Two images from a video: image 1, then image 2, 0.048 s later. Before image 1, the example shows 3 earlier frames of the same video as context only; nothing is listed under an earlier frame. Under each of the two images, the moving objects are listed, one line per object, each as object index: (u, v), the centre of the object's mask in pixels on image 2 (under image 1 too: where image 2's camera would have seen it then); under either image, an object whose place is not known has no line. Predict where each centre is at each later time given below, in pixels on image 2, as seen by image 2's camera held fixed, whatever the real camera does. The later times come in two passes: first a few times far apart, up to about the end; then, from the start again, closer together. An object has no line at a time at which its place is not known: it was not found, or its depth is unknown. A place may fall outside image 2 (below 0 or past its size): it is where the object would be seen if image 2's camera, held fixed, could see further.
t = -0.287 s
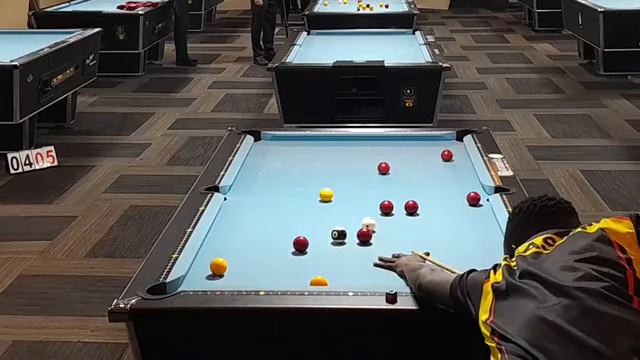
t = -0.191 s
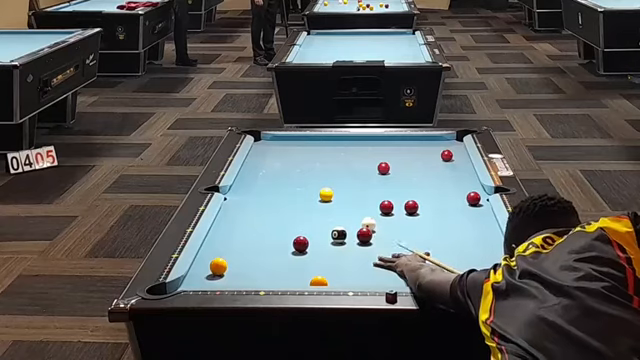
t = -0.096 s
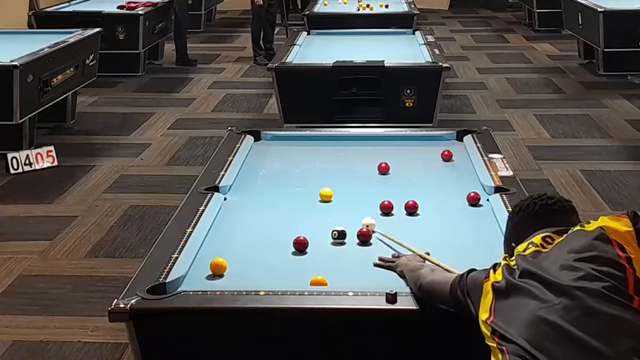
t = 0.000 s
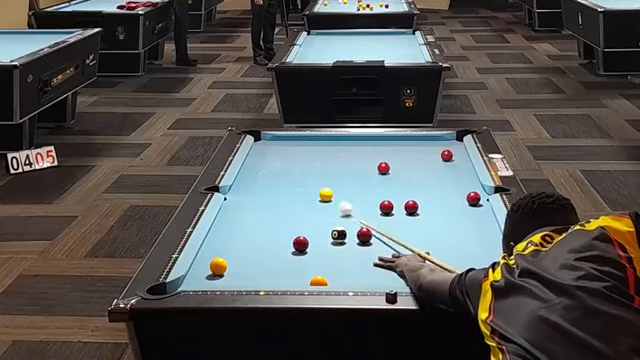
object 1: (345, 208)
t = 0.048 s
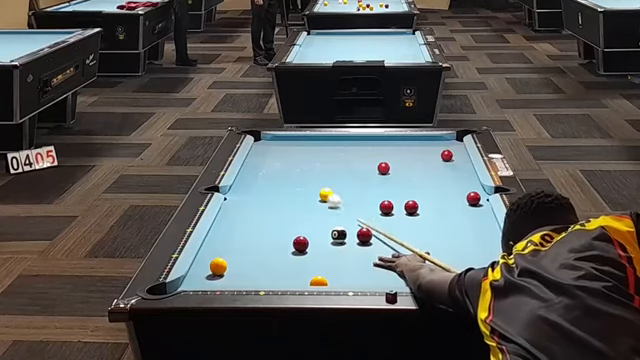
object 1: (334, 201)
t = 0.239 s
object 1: (325, 200)
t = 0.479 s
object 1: (318, 203)
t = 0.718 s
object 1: (313, 206)
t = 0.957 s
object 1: (309, 208)
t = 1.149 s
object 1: (305, 210)
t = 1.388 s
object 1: (302, 211)
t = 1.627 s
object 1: (299, 212)
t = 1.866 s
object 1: (297, 213)
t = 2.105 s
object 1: (297, 214)
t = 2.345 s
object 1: (297, 214)
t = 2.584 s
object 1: (297, 214)
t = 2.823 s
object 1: (297, 214)
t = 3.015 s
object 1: (297, 214)
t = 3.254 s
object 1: (297, 214)
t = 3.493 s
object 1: (297, 214)
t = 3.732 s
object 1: (297, 214)
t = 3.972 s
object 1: (297, 214)
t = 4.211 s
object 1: (297, 214)
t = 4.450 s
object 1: (297, 214)
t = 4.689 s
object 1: (297, 214)
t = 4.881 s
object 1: (297, 214)
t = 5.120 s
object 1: (297, 214)
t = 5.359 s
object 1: (297, 214)
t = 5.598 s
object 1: (297, 214)
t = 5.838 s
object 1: (297, 214)
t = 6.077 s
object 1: (297, 214)
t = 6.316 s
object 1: (297, 214)
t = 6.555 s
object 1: (297, 214)
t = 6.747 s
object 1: (297, 214)
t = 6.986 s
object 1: (297, 214)
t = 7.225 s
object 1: (297, 214)
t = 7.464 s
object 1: (297, 214)
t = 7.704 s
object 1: (297, 214)
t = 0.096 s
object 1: (329, 199)
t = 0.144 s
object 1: (327, 199)
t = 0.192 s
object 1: (326, 200)
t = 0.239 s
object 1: (325, 200)
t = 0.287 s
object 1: (323, 201)
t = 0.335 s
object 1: (322, 202)
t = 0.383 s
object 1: (321, 202)
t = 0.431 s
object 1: (319, 203)
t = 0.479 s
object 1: (318, 203)
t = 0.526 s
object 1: (317, 204)
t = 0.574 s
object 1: (317, 204)
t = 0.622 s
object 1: (315, 205)
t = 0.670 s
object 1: (314, 205)
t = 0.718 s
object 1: (313, 206)
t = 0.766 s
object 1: (312, 207)
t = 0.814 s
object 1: (311, 207)
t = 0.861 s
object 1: (310, 207)
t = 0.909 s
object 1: (309, 208)
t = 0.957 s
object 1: (309, 208)
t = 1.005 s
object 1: (307, 209)
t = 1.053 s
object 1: (306, 209)
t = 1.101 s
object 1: (306, 209)
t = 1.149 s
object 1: (305, 210)
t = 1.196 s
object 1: (305, 210)
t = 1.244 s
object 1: (304, 210)
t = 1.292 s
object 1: (303, 211)
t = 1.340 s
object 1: (302, 211)
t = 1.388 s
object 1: (302, 211)
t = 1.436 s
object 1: (301, 212)
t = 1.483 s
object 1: (300, 212)
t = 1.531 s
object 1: (300, 212)
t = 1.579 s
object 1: (300, 212)
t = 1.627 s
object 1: (299, 212)
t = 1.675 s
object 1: (298, 212)
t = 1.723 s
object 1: (298, 213)
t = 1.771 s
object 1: (298, 213)
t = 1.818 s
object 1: (297, 213)
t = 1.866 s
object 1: (297, 213)
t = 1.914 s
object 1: (297, 213)
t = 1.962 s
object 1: (297, 214)
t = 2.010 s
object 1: (297, 214)
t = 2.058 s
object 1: (297, 214)
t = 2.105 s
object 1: (297, 214)
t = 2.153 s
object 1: (297, 214)
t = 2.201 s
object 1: (297, 214)
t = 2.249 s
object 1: (297, 214)
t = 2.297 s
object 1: (297, 214)
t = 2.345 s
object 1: (297, 214)
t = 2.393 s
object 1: (297, 214)
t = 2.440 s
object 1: (297, 214)
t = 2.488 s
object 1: (297, 214)
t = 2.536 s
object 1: (297, 214)
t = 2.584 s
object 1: (297, 214)
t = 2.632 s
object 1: (297, 214)
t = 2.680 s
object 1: (297, 214)
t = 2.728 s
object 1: (297, 214)
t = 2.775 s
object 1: (297, 214)
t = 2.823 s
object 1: (297, 214)
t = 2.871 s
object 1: (297, 214)
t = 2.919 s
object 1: (297, 214)
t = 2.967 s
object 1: (297, 214)
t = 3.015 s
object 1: (297, 214)
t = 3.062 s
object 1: (297, 214)
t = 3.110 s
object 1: (297, 214)
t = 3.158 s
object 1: (297, 214)
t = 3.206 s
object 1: (297, 214)
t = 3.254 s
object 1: (297, 214)
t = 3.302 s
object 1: (297, 214)
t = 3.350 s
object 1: (297, 214)
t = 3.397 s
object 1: (297, 214)
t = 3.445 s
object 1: (297, 214)
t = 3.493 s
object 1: (297, 214)
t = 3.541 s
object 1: (297, 214)
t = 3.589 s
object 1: (297, 214)
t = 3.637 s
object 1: (297, 214)
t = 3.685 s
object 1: (297, 214)
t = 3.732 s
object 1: (297, 214)
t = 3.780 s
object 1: (297, 214)
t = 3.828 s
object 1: (297, 214)
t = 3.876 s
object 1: (297, 214)
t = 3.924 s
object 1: (297, 214)
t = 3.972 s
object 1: (297, 214)
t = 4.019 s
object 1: (297, 214)
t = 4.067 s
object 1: (297, 214)
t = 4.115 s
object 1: (297, 214)
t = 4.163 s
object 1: (297, 214)
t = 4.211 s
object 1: (297, 214)
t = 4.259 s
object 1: (297, 214)
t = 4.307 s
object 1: (297, 214)
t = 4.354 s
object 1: (297, 214)
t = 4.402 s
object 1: (297, 214)
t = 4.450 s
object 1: (297, 214)
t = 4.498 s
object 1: (297, 214)
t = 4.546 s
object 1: (297, 214)
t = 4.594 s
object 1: (297, 214)
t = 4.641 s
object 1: (297, 214)
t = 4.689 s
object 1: (297, 214)
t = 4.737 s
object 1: (297, 214)
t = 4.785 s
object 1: (297, 214)
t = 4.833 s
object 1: (297, 214)
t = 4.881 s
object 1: (297, 214)
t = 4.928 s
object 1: (297, 214)
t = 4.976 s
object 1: (297, 214)
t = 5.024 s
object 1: (297, 214)
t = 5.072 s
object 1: (297, 214)
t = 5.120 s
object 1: (297, 214)
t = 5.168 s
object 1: (297, 214)
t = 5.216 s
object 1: (297, 214)
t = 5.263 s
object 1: (297, 214)
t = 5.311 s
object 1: (297, 214)
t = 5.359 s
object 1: (297, 214)
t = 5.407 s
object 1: (297, 214)
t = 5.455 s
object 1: (297, 214)
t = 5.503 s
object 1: (297, 214)
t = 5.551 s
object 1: (297, 214)
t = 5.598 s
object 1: (297, 214)
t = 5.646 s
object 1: (297, 214)
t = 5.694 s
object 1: (297, 214)
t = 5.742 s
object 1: (297, 214)
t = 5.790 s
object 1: (297, 214)
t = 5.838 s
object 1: (297, 214)
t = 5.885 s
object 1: (297, 214)
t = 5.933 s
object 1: (297, 214)
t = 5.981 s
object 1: (297, 214)
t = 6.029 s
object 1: (297, 214)
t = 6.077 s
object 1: (297, 214)
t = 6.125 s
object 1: (297, 214)
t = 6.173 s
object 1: (297, 214)
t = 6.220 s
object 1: (297, 214)
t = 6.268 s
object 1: (297, 214)
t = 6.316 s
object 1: (297, 214)
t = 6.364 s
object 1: (297, 214)
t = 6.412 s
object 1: (297, 214)
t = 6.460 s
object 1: (297, 214)
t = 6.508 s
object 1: (297, 214)
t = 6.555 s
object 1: (297, 214)
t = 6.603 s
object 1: (297, 214)
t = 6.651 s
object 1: (297, 214)
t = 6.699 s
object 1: (297, 214)
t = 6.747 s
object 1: (297, 214)
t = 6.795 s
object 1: (297, 214)
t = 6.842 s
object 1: (297, 214)
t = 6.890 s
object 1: (297, 214)
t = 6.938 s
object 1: (297, 214)
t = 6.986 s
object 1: (297, 214)
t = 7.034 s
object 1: (297, 214)
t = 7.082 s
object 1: (297, 214)
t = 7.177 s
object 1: (297, 214)
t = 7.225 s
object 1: (297, 214)
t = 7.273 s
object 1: (297, 214)
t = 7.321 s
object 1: (297, 214)
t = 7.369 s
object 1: (297, 214)
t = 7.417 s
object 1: (297, 214)
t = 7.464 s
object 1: (297, 214)
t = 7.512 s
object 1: (297, 214)
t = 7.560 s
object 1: (297, 214)
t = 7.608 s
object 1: (297, 214)
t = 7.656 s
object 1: (297, 214)
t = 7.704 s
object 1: (297, 214)
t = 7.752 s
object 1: (297, 214)
